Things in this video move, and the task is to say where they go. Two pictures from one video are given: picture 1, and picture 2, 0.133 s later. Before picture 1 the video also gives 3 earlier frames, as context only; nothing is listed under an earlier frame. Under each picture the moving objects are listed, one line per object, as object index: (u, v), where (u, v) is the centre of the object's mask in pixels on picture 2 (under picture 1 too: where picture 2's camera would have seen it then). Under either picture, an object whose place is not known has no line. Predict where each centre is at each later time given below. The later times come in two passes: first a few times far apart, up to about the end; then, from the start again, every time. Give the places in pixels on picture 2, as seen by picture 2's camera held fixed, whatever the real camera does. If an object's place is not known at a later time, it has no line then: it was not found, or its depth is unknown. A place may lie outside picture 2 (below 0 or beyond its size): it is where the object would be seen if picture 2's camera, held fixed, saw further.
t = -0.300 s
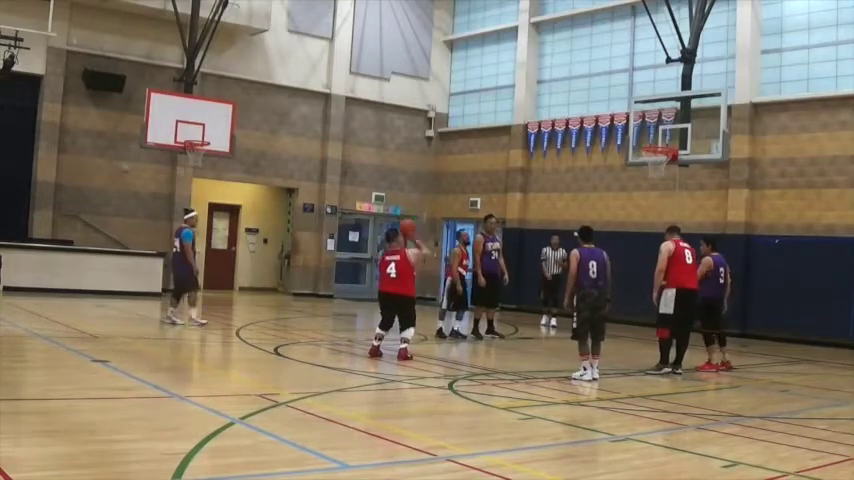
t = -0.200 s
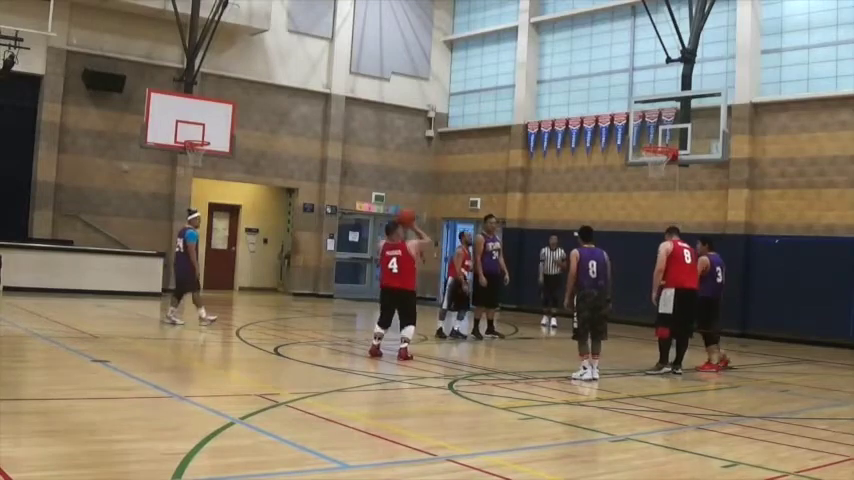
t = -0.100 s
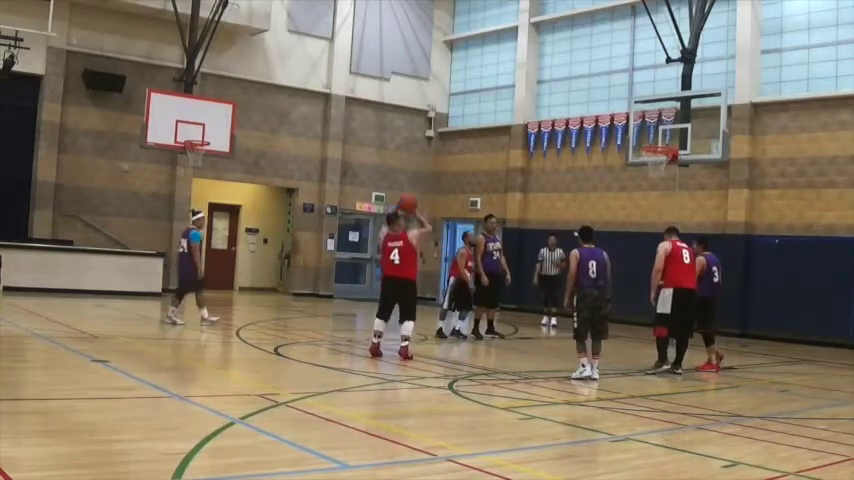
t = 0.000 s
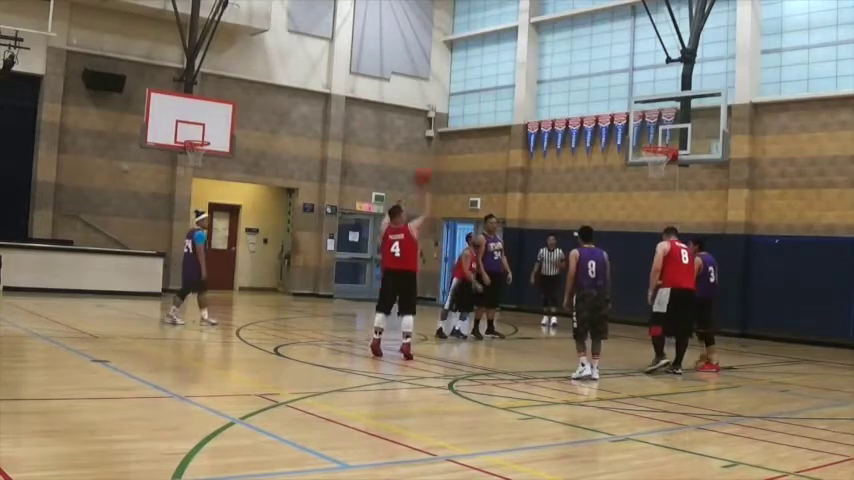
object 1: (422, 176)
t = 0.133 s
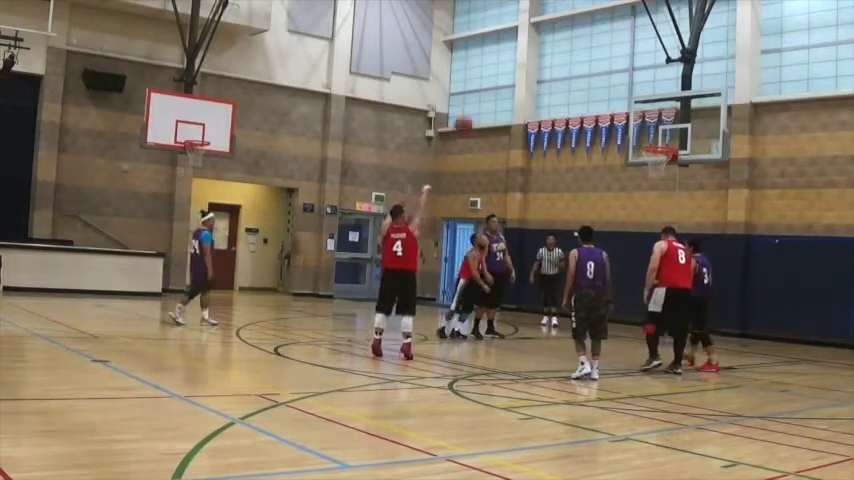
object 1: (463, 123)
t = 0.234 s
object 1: (492, 98)
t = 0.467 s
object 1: (552, 67)
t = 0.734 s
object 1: (611, 79)
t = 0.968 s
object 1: (656, 120)
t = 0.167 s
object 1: (473, 114)
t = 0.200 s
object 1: (482, 106)
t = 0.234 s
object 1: (492, 98)
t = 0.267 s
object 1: (502, 91)
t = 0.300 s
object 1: (511, 84)
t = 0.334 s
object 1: (519, 79)
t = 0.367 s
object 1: (528, 75)
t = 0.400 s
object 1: (536, 72)
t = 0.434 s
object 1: (544, 69)
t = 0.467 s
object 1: (552, 67)
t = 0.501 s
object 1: (560, 66)
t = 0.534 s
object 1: (568, 65)
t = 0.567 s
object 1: (575, 66)
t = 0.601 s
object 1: (583, 67)
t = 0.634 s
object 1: (590, 69)
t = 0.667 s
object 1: (598, 72)
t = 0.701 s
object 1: (605, 75)
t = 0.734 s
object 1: (611, 79)
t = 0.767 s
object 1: (618, 84)
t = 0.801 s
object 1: (625, 88)
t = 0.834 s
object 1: (631, 95)
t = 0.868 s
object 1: (637, 102)
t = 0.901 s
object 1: (643, 109)
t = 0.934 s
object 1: (649, 115)
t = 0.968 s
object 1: (656, 120)
